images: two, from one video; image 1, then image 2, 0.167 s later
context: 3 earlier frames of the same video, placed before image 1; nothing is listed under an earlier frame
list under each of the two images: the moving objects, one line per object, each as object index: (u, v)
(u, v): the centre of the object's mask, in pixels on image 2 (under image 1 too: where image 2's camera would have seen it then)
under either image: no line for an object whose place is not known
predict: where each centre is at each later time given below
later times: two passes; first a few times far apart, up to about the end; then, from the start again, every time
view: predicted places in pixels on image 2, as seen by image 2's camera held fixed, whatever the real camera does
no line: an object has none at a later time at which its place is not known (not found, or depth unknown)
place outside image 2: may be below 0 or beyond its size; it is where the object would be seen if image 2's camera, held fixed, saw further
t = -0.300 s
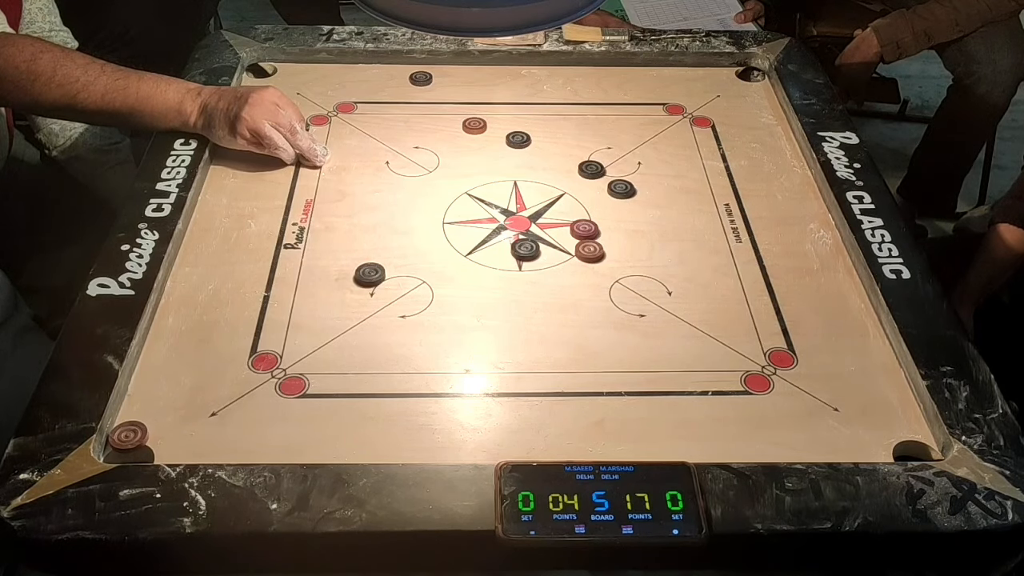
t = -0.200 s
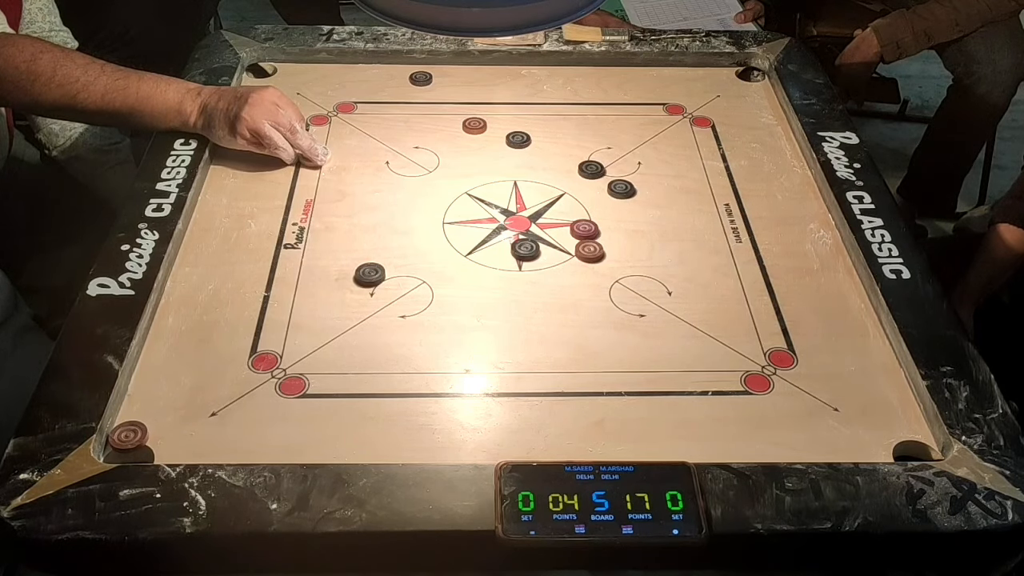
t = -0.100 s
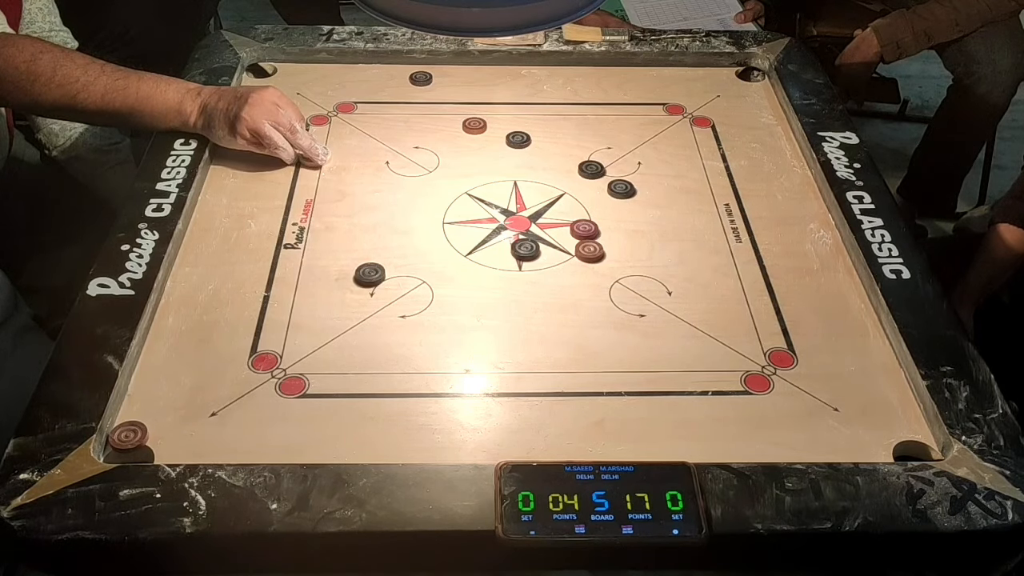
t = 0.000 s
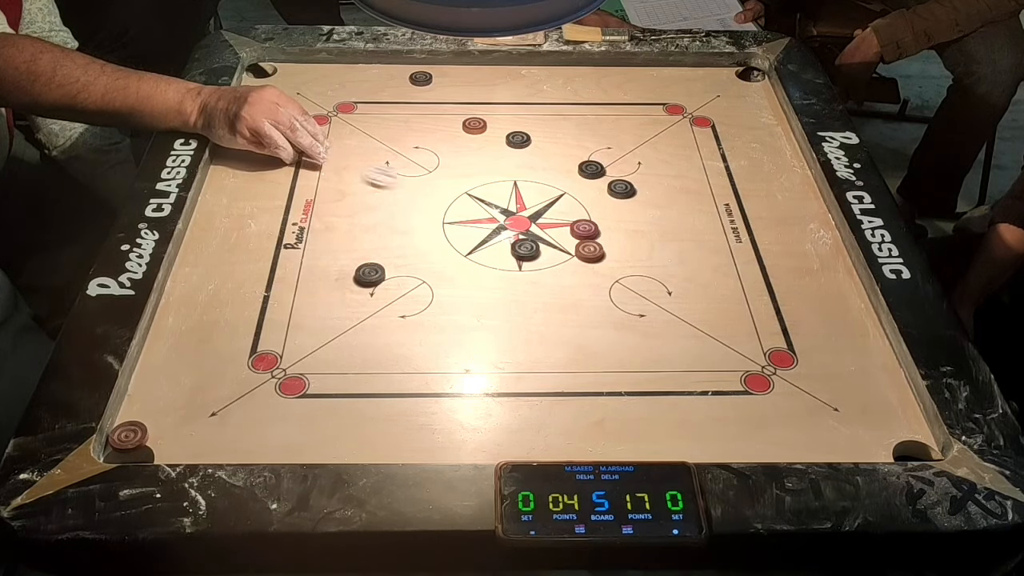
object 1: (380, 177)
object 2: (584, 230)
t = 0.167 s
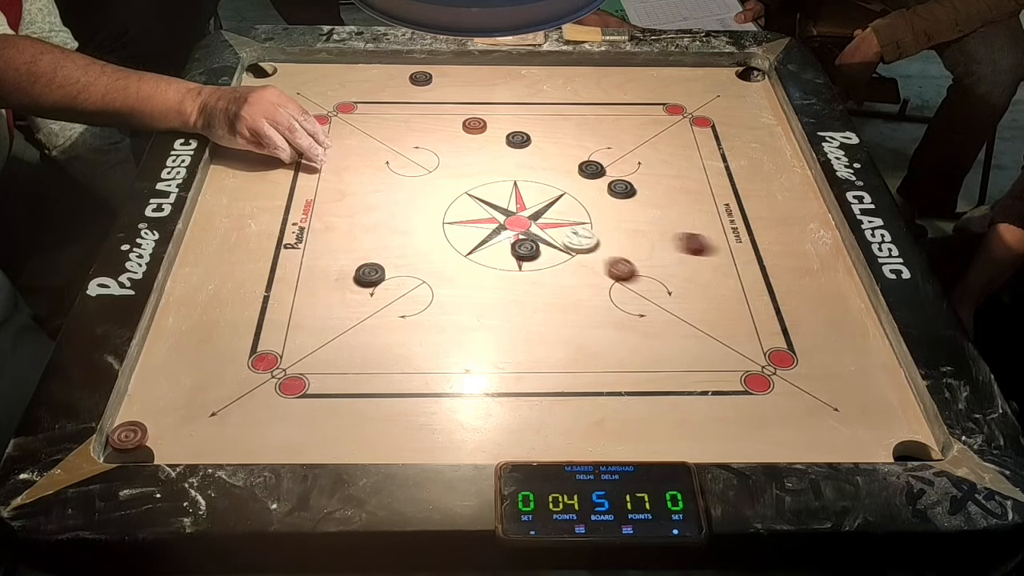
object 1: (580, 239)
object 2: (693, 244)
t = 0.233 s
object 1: (603, 248)
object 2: (826, 260)
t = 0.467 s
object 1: (648, 264)
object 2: (562, 307)
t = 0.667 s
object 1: (651, 265)
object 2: (365, 337)
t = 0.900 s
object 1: (651, 265)
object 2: (223, 357)
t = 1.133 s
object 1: (651, 265)
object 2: (194, 360)
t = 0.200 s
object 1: (592, 244)
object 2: (761, 253)
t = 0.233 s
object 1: (603, 248)
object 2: (826, 260)
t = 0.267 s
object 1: (612, 251)
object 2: (807, 268)
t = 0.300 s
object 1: (620, 255)
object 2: (762, 275)
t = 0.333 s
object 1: (628, 257)
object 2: (719, 282)
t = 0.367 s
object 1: (634, 259)
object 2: (679, 289)
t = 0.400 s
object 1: (640, 261)
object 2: (639, 295)
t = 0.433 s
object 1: (644, 263)
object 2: (599, 301)
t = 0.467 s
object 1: (648, 264)
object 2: (562, 307)
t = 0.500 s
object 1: (650, 264)
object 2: (525, 313)
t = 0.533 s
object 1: (651, 265)
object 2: (490, 318)
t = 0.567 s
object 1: (651, 265)
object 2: (456, 323)
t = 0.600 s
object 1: (651, 265)
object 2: (424, 328)
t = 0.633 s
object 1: (651, 265)
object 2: (393, 332)
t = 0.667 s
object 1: (651, 265)
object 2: (365, 337)
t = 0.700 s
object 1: (651, 265)
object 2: (337, 341)
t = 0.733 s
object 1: (651, 265)
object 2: (312, 344)
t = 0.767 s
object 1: (651, 265)
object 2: (290, 347)
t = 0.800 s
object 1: (651, 265)
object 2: (270, 351)
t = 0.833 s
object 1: (651, 265)
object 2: (251, 353)
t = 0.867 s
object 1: (651, 265)
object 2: (236, 355)
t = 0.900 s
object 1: (651, 265)
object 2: (223, 357)
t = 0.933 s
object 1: (651, 265)
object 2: (212, 359)
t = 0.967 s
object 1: (651, 265)
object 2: (205, 359)
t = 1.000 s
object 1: (651, 265)
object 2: (200, 358)
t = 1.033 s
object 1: (651, 265)
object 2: (196, 359)
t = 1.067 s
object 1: (651, 265)
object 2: (194, 360)
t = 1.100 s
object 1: (651, 265)
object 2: (194, 360)
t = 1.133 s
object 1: (651, 265)
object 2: (194, 360)
